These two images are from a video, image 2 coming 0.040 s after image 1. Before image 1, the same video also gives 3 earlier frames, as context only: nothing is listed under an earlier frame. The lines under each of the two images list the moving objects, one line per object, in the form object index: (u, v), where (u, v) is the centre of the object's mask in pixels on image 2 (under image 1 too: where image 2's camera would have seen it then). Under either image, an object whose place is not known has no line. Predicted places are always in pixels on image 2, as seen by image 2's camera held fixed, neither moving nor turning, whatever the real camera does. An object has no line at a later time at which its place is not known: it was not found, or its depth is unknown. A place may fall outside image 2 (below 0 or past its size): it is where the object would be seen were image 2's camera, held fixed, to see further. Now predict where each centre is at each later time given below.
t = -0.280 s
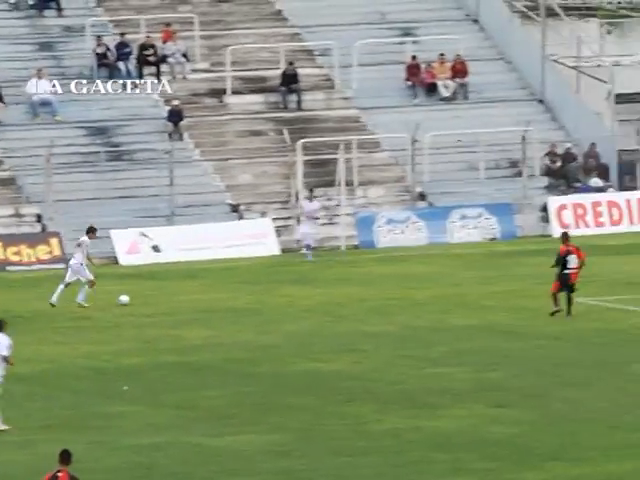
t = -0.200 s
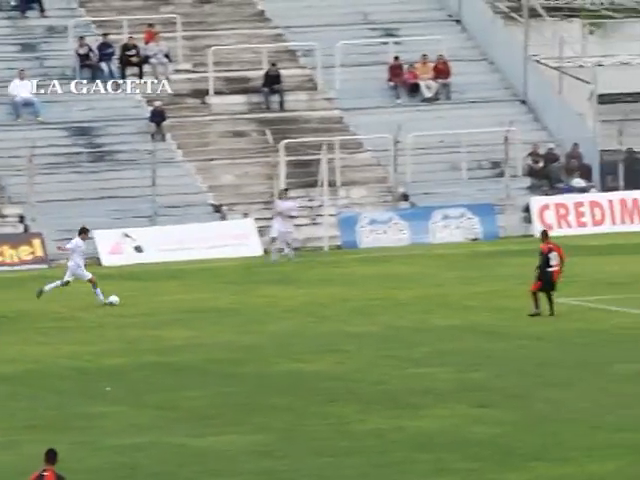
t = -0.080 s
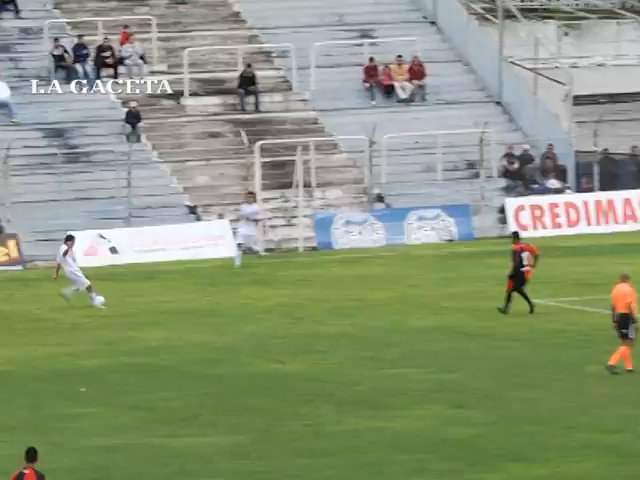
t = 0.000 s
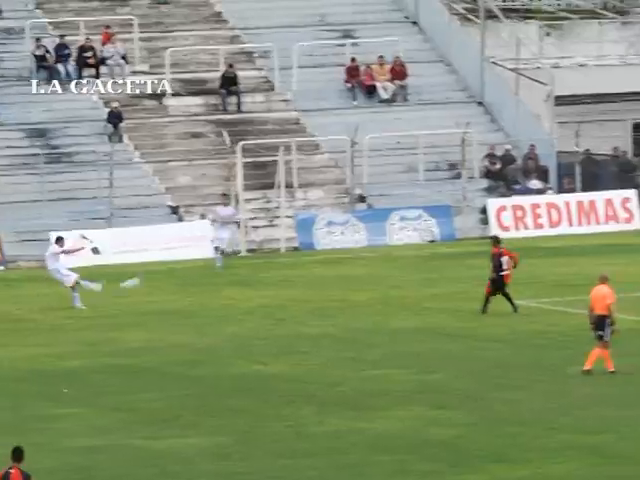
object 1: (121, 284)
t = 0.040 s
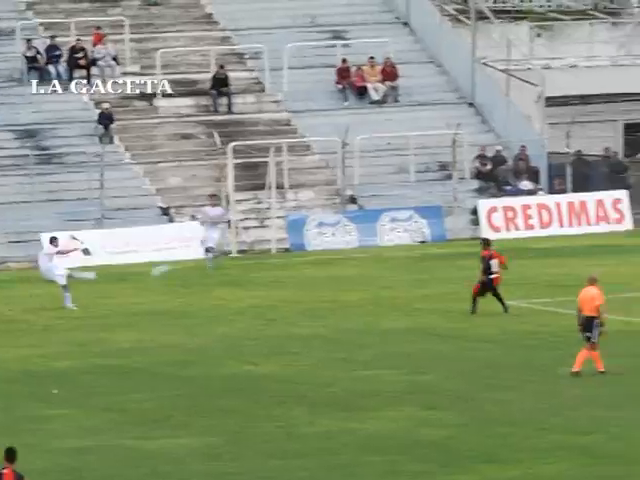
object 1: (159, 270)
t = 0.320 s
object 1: (429, 190)
